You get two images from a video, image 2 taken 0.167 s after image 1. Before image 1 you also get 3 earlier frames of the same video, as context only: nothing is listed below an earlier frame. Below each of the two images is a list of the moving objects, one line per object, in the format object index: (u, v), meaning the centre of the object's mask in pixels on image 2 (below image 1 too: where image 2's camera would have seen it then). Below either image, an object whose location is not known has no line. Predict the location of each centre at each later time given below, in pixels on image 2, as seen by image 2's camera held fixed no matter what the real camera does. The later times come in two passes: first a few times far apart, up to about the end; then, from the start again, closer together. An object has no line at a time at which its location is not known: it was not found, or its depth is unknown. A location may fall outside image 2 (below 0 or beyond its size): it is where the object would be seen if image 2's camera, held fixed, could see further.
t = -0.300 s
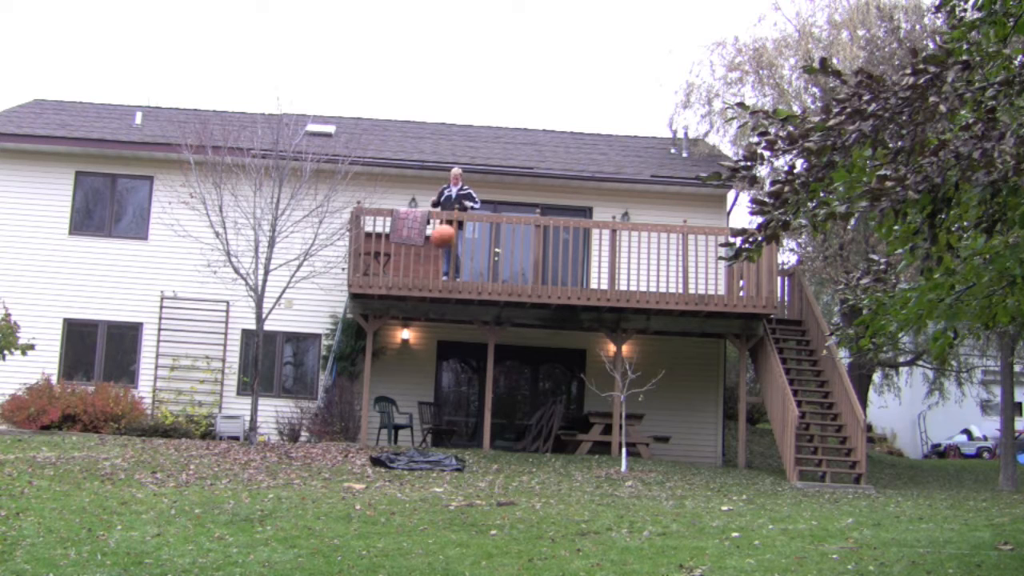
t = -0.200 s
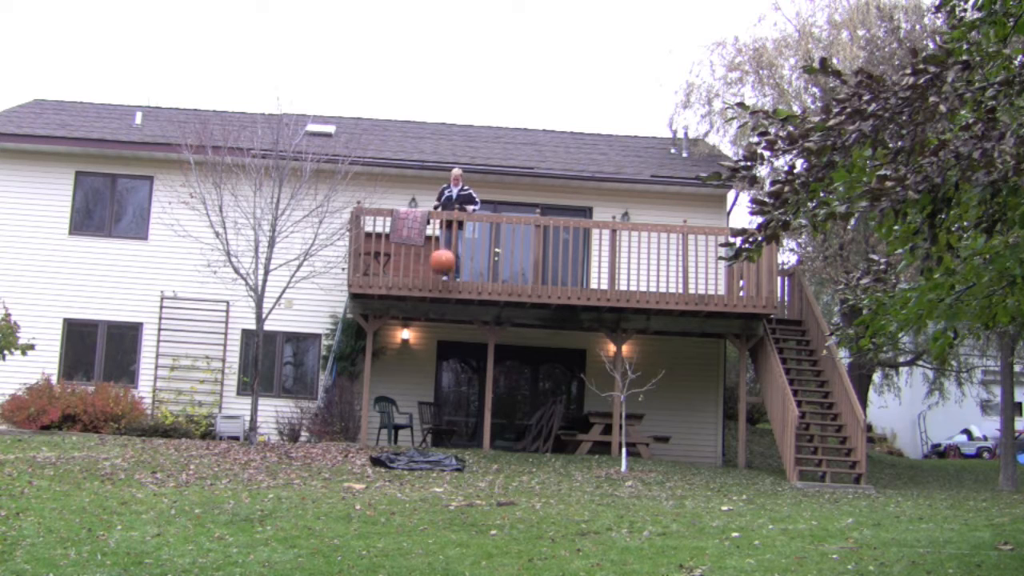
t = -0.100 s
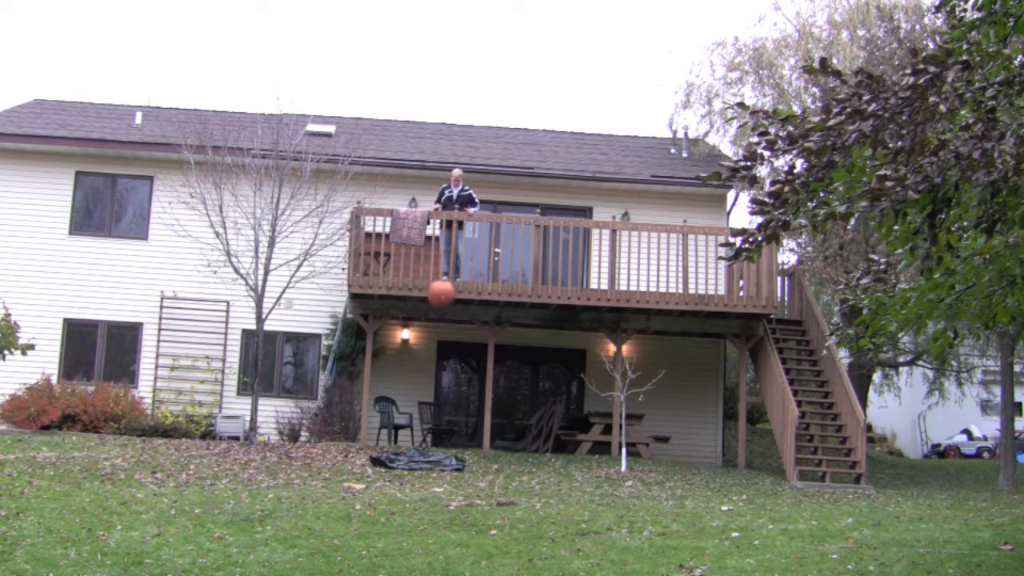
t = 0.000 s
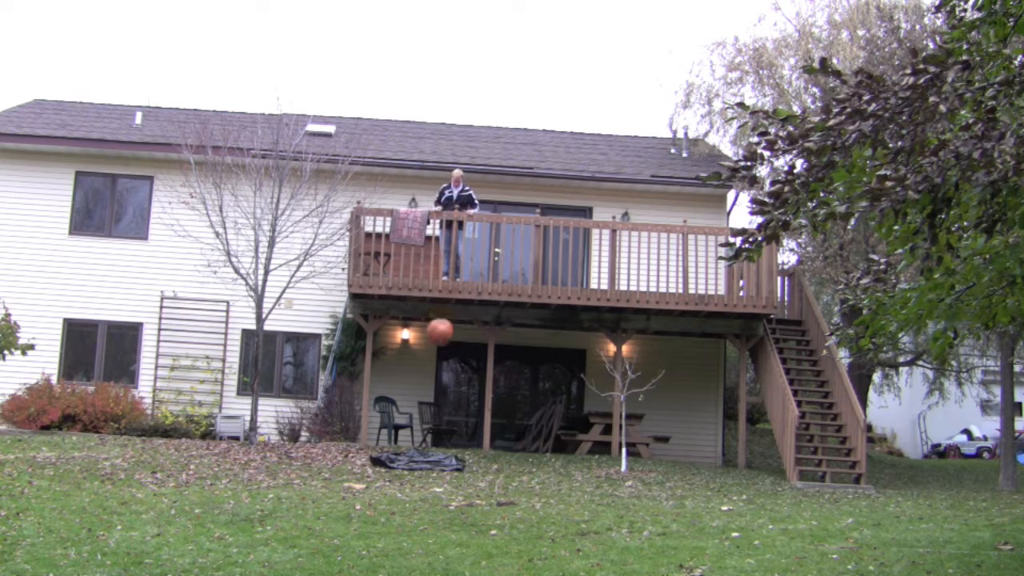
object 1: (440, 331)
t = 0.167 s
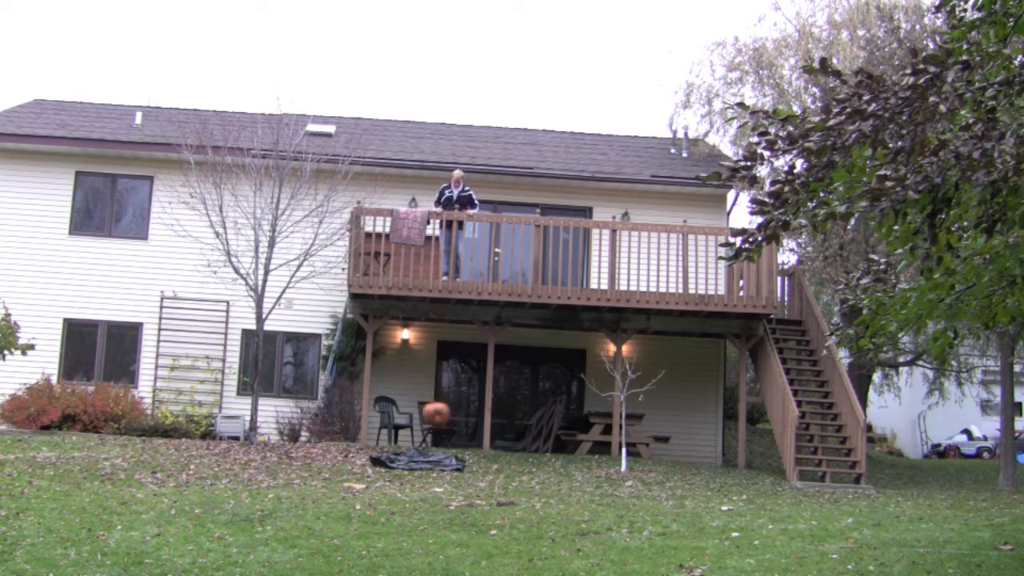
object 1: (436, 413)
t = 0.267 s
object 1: (431, 451)
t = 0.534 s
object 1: (432, 450)
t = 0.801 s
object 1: (434, 450)
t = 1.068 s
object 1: (434, 453)
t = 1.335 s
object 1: (434, 454)
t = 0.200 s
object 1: (435, 432)
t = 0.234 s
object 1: (434, 447)
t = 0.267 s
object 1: (431, 451)
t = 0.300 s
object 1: (431, 450)
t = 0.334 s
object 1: (432, 449)
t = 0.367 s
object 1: (433, 449)
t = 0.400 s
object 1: (433, 449)
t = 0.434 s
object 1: (433, 449)
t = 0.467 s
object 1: (432, 449)
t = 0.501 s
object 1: (433, 449)
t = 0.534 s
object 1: (432, 450)
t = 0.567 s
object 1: (433, 450)
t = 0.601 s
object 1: (433, 449)
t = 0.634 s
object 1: (433, 449)
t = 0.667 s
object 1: (433, 450)
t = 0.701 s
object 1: (434, 449)
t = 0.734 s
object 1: (434, 449)
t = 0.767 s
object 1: (434, 450)
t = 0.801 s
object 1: (434, 450)
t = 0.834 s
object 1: (434, 450)
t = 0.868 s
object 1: (434, 450)
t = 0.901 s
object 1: (434, 450)
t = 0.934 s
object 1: (435, 451)
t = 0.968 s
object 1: (434, 451)
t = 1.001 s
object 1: (434, 452)
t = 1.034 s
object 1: (434, 452)
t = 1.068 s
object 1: (434, 453)
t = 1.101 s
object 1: (434, 454)
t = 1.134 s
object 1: (434, 455)
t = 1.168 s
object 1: (434, 456)
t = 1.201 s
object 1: (433, 456)
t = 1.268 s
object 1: (434, 456)
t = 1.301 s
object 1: (434, 455)
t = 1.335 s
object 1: (434, 454)
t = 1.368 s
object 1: (434, 453)
